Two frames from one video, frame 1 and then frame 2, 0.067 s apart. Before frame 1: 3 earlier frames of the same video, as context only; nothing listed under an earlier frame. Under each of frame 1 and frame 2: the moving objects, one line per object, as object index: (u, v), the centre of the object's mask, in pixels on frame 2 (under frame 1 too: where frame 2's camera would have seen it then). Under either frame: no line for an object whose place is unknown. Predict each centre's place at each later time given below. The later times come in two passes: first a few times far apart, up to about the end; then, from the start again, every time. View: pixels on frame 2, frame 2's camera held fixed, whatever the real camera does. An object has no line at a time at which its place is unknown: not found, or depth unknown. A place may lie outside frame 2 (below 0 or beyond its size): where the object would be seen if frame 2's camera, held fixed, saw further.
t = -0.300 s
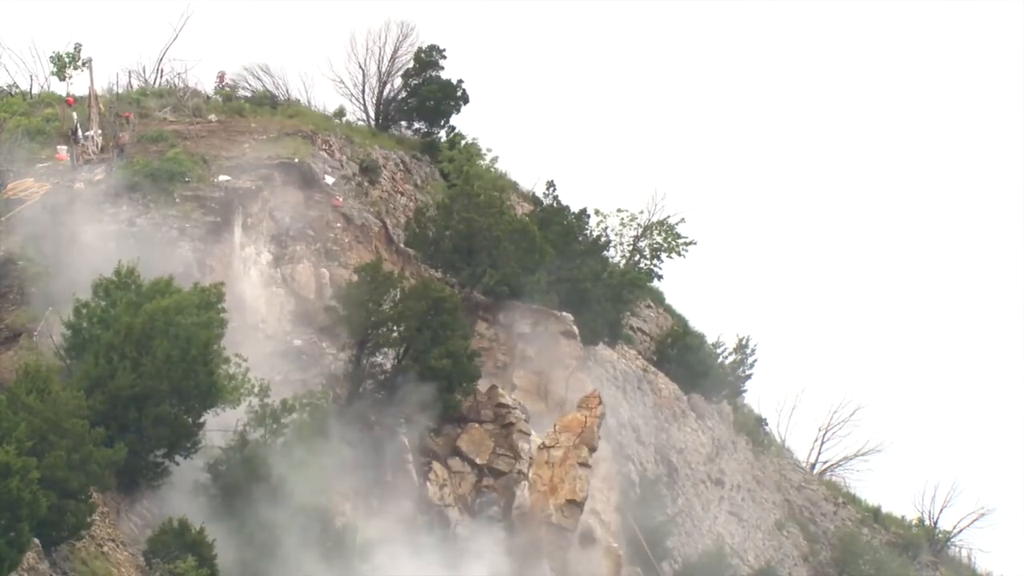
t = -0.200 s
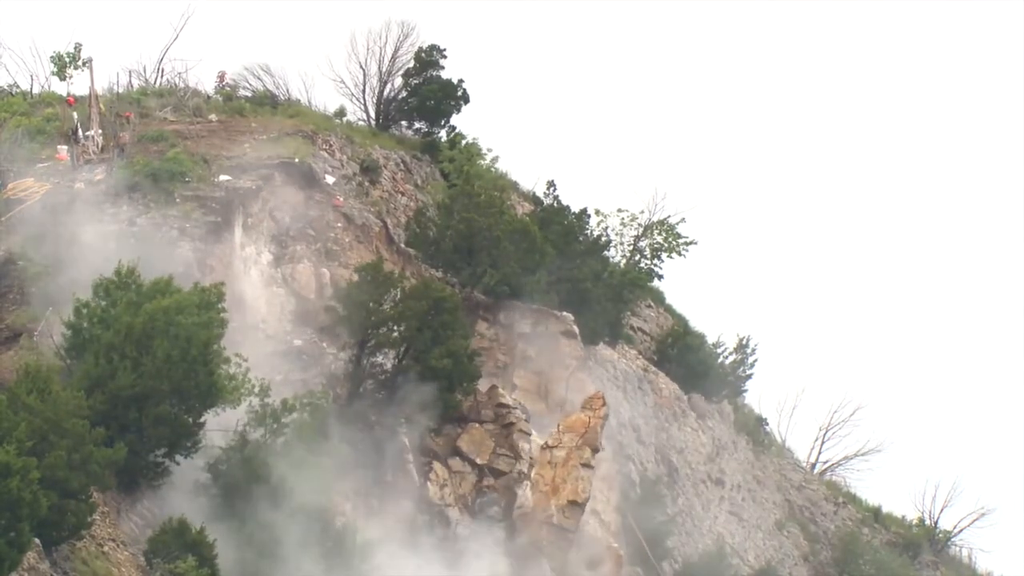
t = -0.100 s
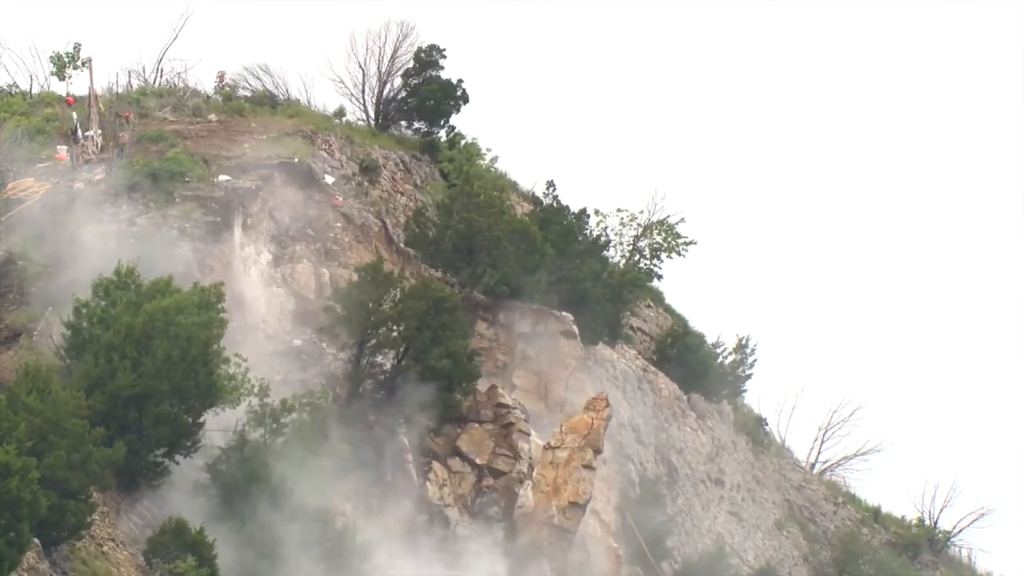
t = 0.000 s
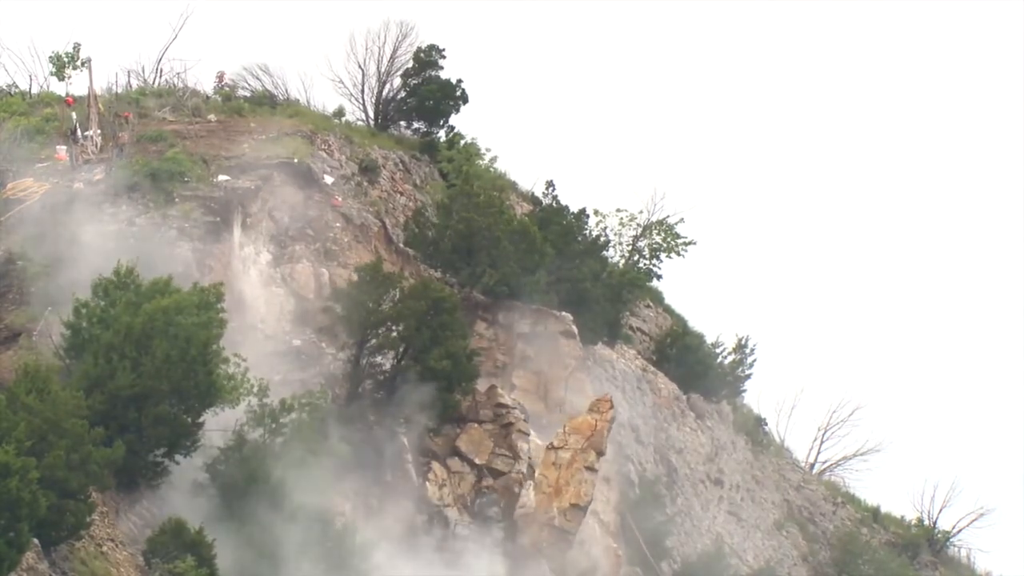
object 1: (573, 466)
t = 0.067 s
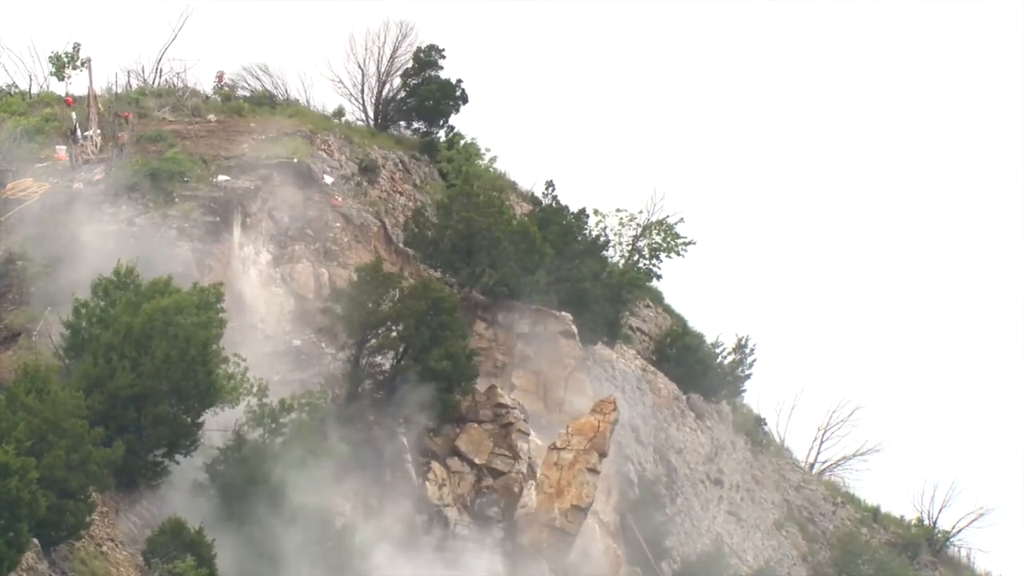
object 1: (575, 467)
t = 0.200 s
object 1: (580, 469)
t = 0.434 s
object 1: (591, 476)
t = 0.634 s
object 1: (604, 488)
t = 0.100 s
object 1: (576, 467)
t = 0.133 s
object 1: (578, 468)
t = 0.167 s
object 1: (579, 469)
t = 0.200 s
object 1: (580, 469)
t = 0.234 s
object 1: (582, 470)
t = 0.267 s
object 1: (583, 471)
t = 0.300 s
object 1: (585, 472)
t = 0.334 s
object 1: (586, 473)
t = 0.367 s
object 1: (588, 474)
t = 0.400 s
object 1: (590, 475)
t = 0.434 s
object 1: (591, 476)
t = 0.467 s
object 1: (593, 478)
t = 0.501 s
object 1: (595, 480)
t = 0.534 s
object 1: (598, 481)
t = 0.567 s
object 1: (600, 483)
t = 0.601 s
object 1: (602, 485)
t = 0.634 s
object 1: (604, 488)
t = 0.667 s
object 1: (607, 489)
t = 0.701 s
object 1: (609, 491)
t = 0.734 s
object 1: (612, 493)
